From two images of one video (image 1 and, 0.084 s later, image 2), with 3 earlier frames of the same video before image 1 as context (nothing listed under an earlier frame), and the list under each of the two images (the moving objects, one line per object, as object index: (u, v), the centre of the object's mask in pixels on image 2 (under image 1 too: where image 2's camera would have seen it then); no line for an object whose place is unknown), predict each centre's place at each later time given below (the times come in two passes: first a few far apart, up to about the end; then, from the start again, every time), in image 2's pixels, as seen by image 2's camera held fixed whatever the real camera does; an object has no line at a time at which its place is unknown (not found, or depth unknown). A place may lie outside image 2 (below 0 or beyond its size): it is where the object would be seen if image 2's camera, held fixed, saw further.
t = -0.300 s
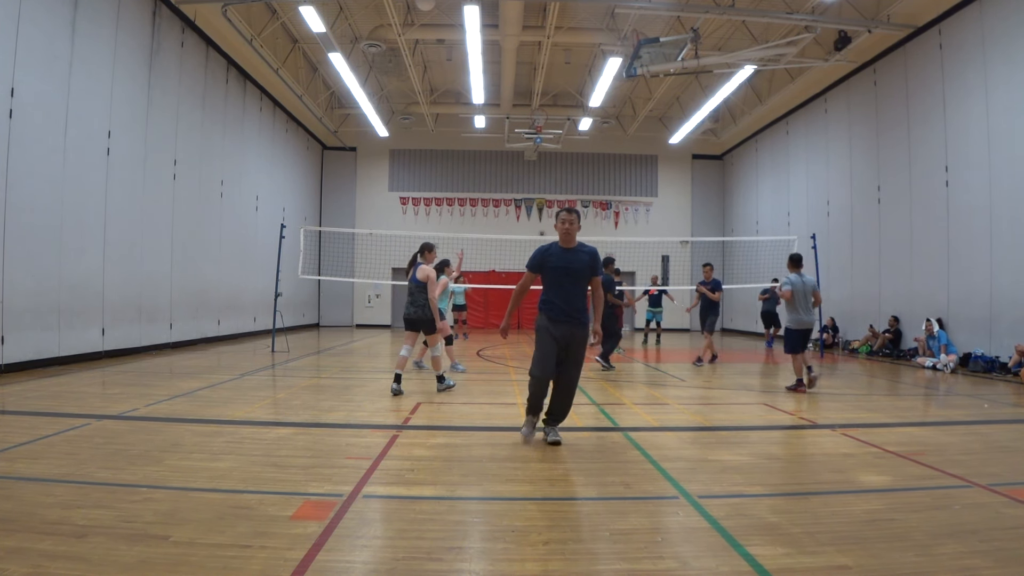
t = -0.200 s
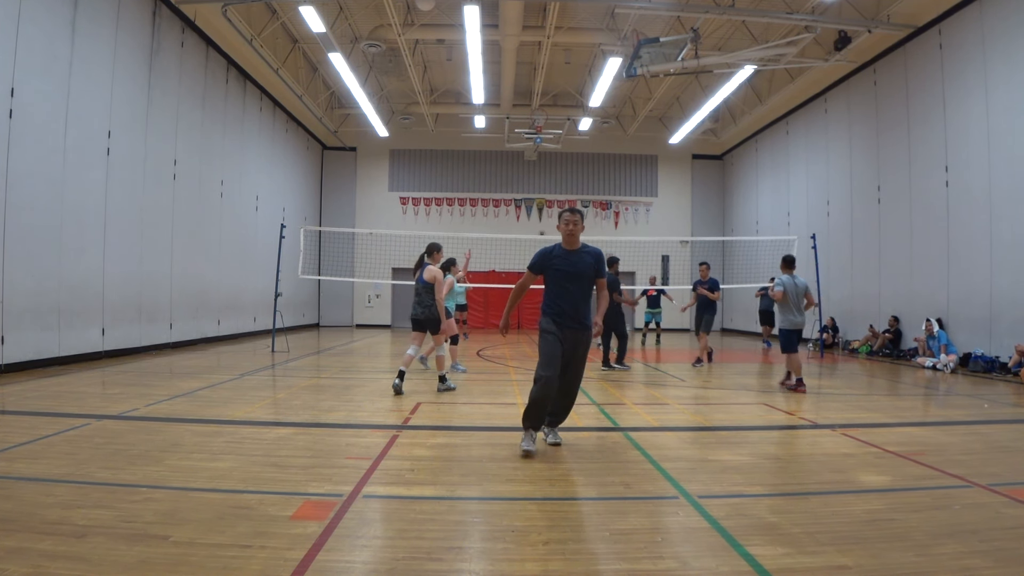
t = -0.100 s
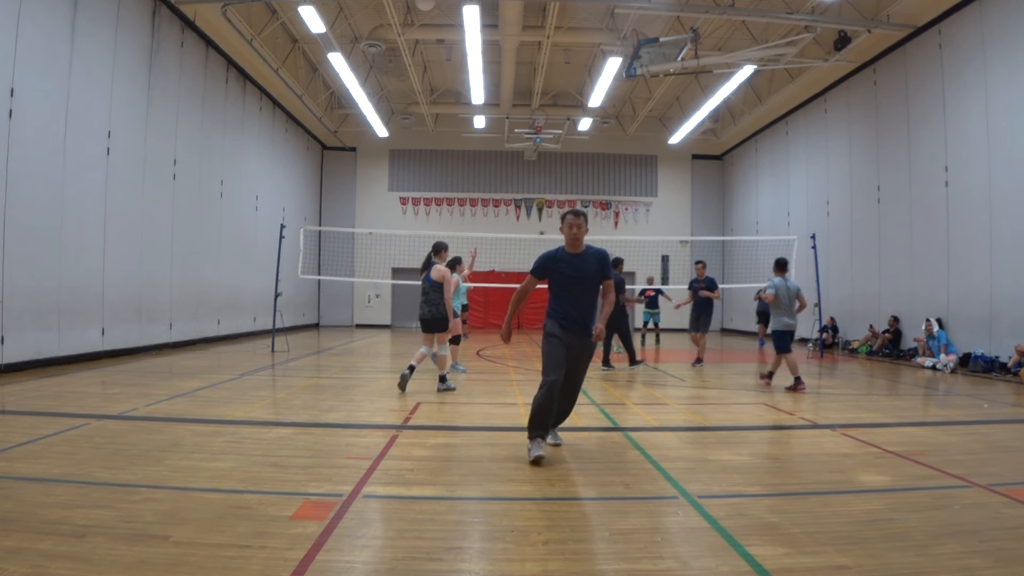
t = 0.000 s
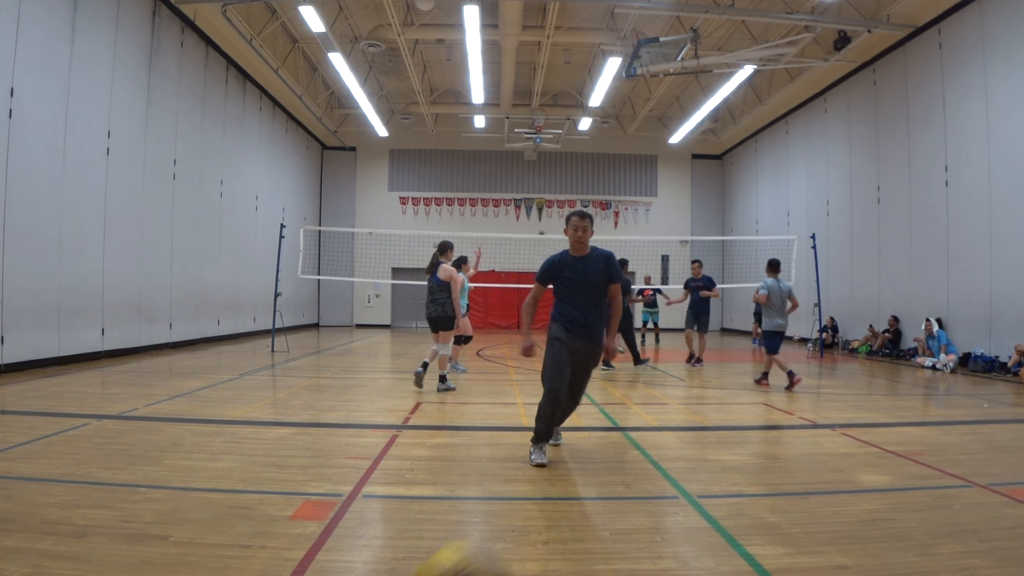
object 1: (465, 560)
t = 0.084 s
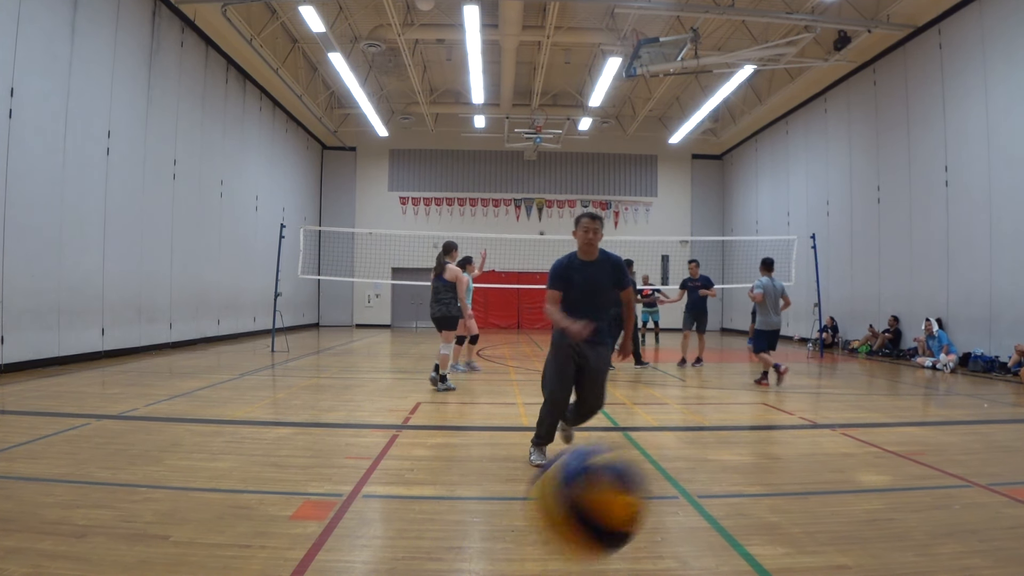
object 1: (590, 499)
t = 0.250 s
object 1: (790, 408)
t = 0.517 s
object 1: (985, 507)
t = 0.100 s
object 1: (612, 484)
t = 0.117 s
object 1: (635, 469)
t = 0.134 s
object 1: (657, 455)
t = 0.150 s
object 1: (677, 444)
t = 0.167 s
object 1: (699, 434)
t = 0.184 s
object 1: (718, 426)
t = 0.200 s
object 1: (737, 418)
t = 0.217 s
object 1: (755, 413)
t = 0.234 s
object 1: (773, 410)
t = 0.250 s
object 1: (790, 408)
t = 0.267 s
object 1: (808, 407)
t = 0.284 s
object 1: (823, 407)
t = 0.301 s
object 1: (838, 407)
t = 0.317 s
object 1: (852, 410)
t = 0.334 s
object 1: (865, 413)
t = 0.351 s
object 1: (878, 417)
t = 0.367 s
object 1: (891, 422)
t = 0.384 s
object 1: (903, 428)
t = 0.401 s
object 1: (915, 435)
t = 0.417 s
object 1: (926, 443)
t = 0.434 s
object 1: (937, 452)
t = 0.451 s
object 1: (947, 462)
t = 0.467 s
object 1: (958, 472)
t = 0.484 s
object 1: (968, 483)
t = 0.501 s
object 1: (978, 495)
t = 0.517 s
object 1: (985, 507)
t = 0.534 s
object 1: (990, 518)
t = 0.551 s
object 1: (995, 531)
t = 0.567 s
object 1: (999, 542)
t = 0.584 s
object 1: (1002, 550)
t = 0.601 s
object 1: (1006, 558)
